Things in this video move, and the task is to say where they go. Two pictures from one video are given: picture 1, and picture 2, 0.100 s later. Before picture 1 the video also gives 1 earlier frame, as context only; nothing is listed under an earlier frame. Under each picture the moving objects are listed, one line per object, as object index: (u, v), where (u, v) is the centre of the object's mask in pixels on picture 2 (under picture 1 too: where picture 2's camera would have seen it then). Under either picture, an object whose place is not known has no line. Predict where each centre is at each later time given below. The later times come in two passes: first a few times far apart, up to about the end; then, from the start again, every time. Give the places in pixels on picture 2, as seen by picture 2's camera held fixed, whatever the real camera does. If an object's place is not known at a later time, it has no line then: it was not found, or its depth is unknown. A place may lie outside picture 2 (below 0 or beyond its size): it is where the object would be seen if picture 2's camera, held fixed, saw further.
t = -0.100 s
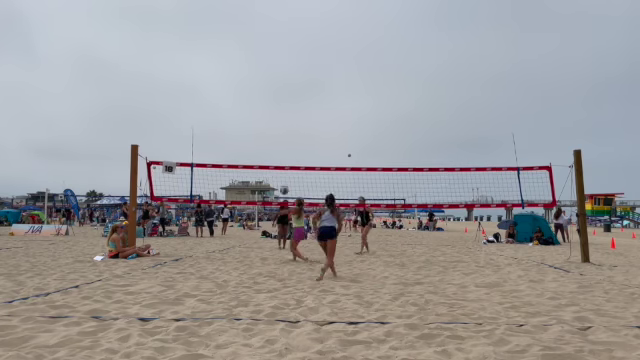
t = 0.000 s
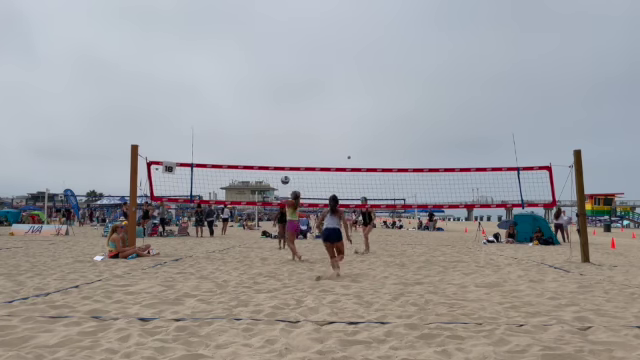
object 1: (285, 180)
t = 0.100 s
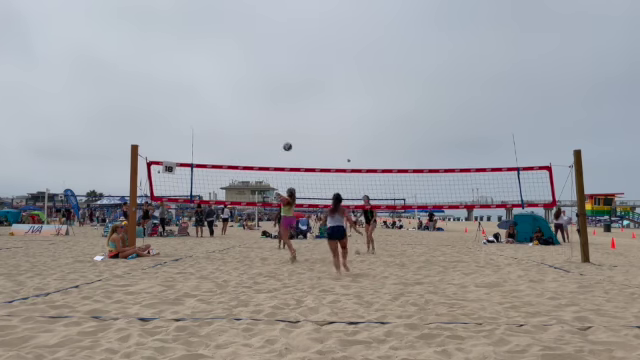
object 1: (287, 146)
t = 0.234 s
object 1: (289, 108)
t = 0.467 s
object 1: (293, 59)
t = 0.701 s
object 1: (296, 34)
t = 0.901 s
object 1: (298, 33)
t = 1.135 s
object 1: (300, 56)
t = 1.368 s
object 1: (300, 106)
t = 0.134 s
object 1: (288, 136)
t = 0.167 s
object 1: (288, 126)
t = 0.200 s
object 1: (289, 117)
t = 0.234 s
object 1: (289, 108)
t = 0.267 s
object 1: (290, 100)
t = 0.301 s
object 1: (290, 92)
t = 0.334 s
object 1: (291, 84)
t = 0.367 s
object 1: (292, 77)
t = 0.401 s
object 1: (292, 71)
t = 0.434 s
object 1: (292, 65)
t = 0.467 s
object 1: (293, 59)
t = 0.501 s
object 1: (293, 54)
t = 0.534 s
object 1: (294, 50)
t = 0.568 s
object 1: (294, 46)
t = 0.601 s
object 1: (295, 42)
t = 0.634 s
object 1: (295, 39)
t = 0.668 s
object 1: (295, 37)
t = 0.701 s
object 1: (296, 34)
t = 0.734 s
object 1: (296, 33)
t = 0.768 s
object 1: (297, 32)
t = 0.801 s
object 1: (297, 32)
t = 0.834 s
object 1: (297, 32)
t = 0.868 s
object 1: (298, 32)
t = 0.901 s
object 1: (298, 33)
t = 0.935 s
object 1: (298, 35)
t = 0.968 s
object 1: (299, 37)
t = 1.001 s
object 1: (299, 40)
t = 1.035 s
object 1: (299, 43)
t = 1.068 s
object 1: (299, 47)
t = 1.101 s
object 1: (300, 51)
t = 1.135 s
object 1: (300, 56)
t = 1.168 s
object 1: (300, 61)
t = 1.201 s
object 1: (300, 67)
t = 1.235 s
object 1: (300, 74)
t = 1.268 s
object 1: (300, 81)
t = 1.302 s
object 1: (300, 89)
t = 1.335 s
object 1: (300, 97)
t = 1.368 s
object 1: (300, 106)
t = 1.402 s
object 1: (300, 115)
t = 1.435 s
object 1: (299, 125)
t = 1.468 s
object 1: (299, 135)
